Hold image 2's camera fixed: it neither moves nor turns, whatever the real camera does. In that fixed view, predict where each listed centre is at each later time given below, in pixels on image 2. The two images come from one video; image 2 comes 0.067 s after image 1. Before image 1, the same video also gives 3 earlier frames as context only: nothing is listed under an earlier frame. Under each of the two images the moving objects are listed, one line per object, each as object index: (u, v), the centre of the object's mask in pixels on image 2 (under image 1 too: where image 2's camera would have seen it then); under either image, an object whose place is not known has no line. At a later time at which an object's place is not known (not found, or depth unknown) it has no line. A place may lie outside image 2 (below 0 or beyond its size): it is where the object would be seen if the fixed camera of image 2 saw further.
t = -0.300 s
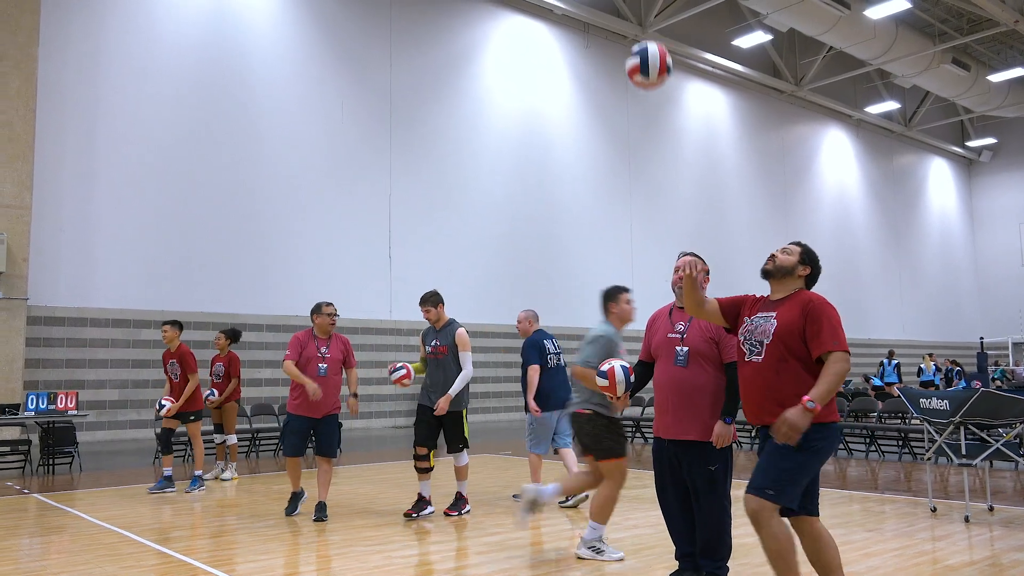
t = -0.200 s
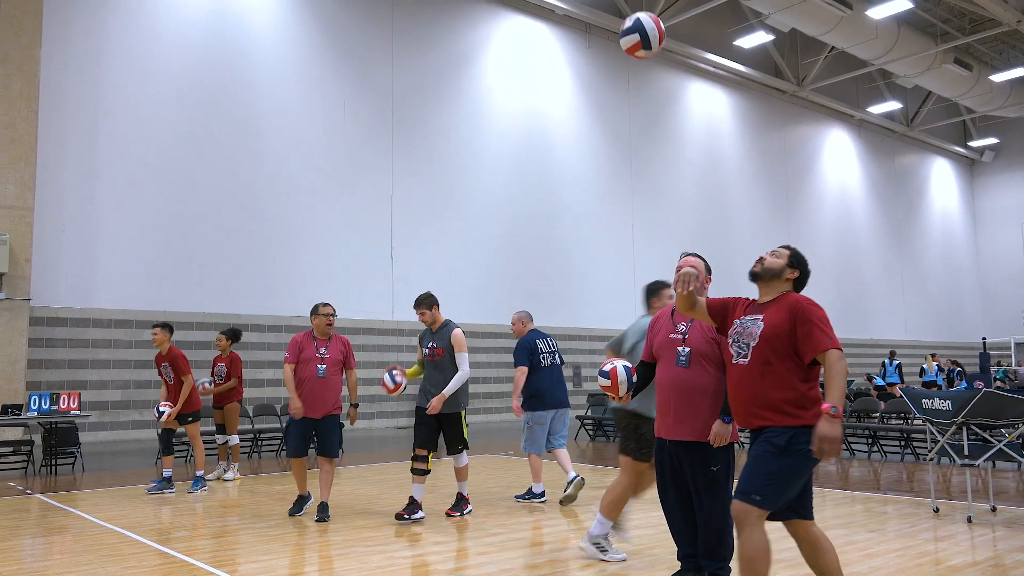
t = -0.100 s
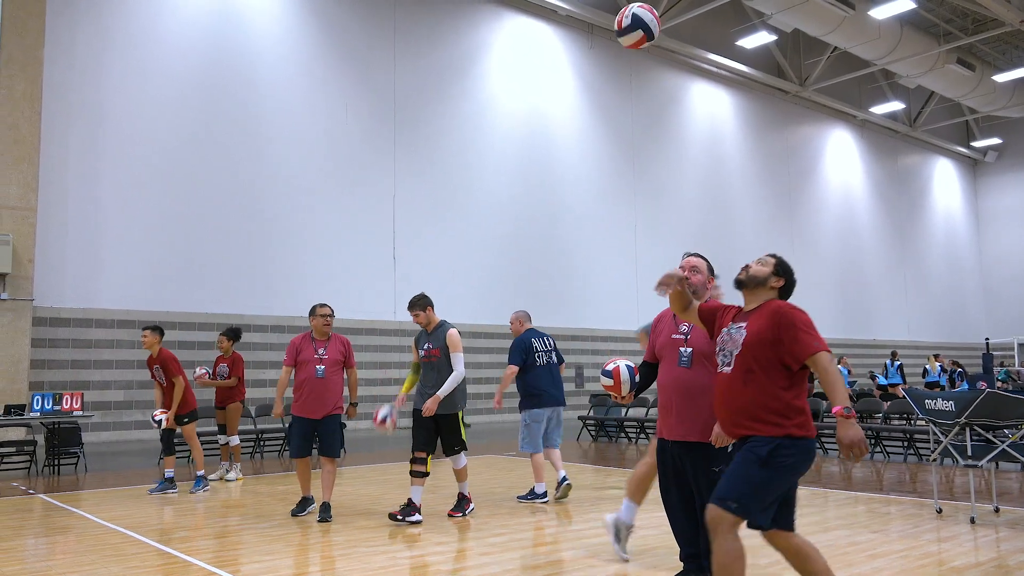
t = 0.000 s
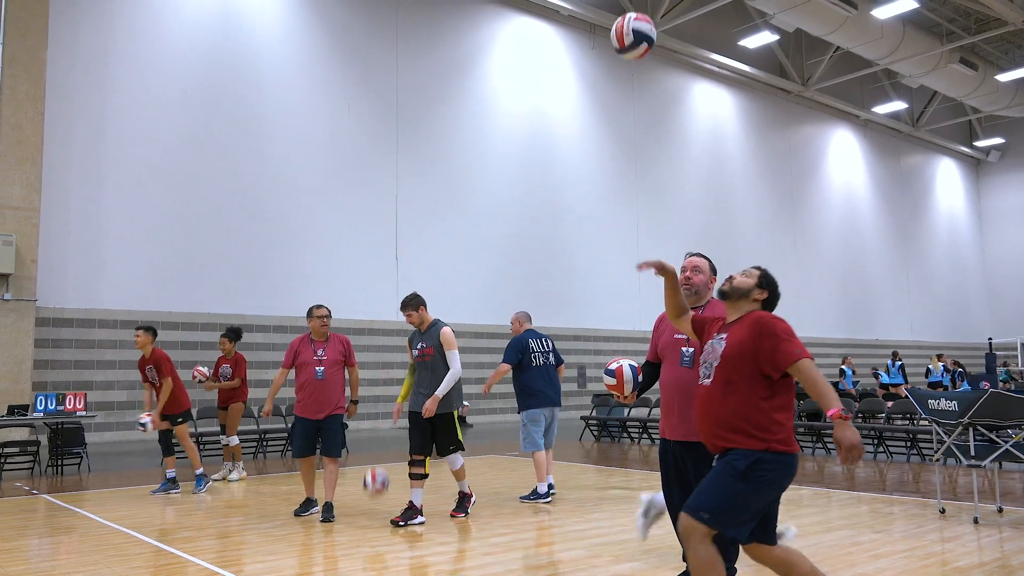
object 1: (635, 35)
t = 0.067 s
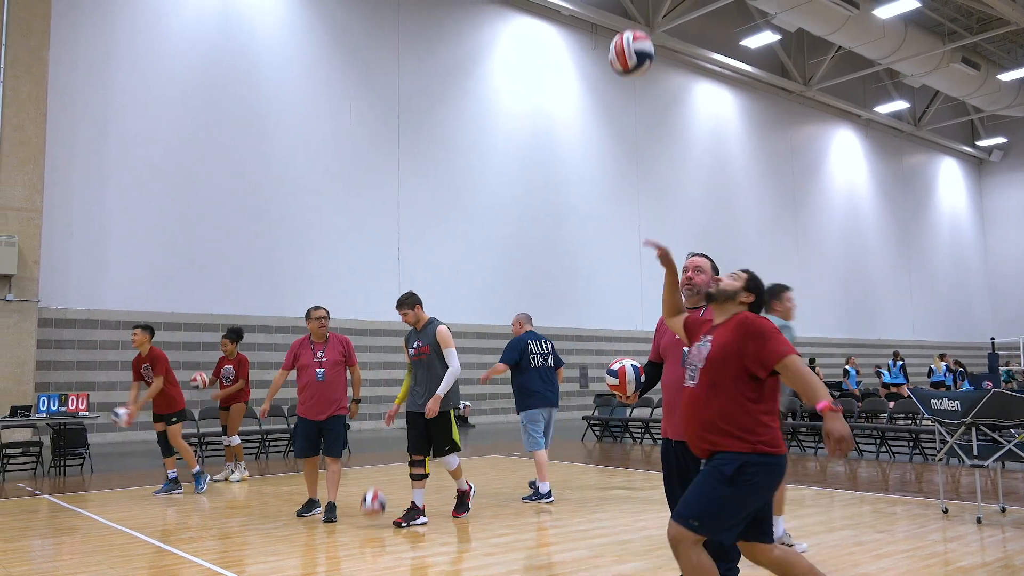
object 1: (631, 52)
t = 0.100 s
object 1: (629, 65)
